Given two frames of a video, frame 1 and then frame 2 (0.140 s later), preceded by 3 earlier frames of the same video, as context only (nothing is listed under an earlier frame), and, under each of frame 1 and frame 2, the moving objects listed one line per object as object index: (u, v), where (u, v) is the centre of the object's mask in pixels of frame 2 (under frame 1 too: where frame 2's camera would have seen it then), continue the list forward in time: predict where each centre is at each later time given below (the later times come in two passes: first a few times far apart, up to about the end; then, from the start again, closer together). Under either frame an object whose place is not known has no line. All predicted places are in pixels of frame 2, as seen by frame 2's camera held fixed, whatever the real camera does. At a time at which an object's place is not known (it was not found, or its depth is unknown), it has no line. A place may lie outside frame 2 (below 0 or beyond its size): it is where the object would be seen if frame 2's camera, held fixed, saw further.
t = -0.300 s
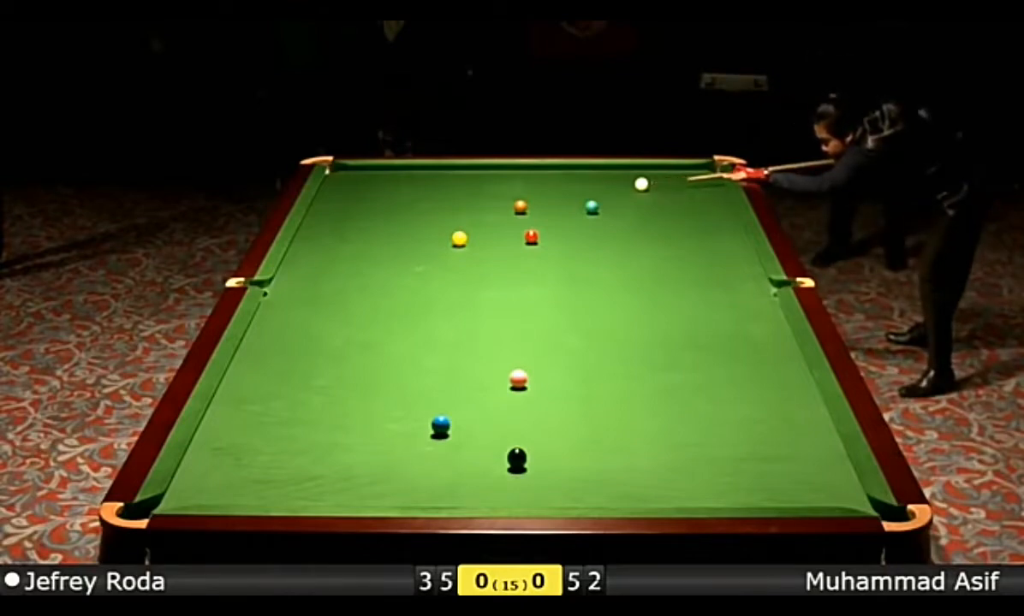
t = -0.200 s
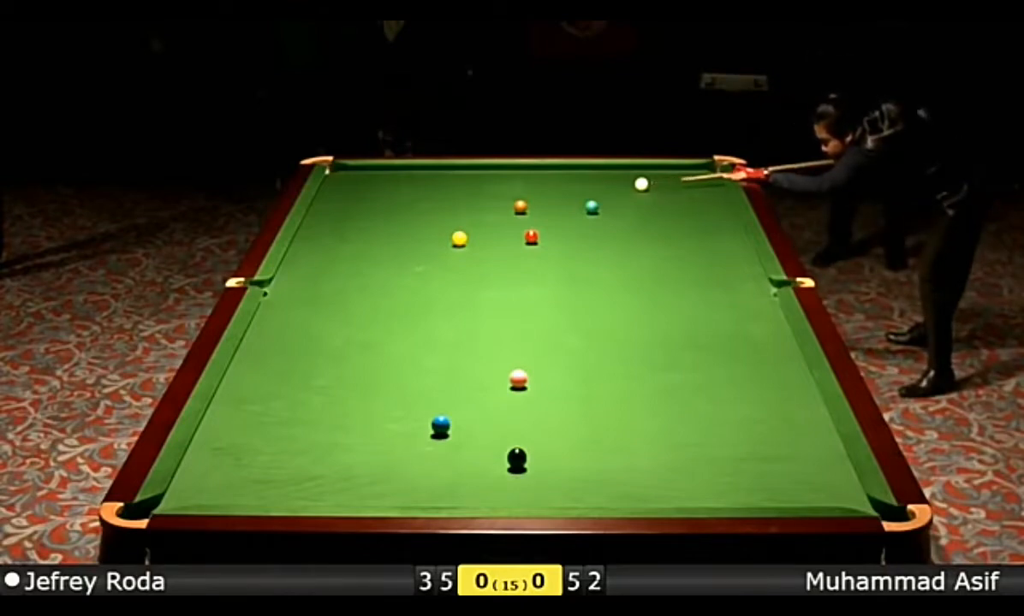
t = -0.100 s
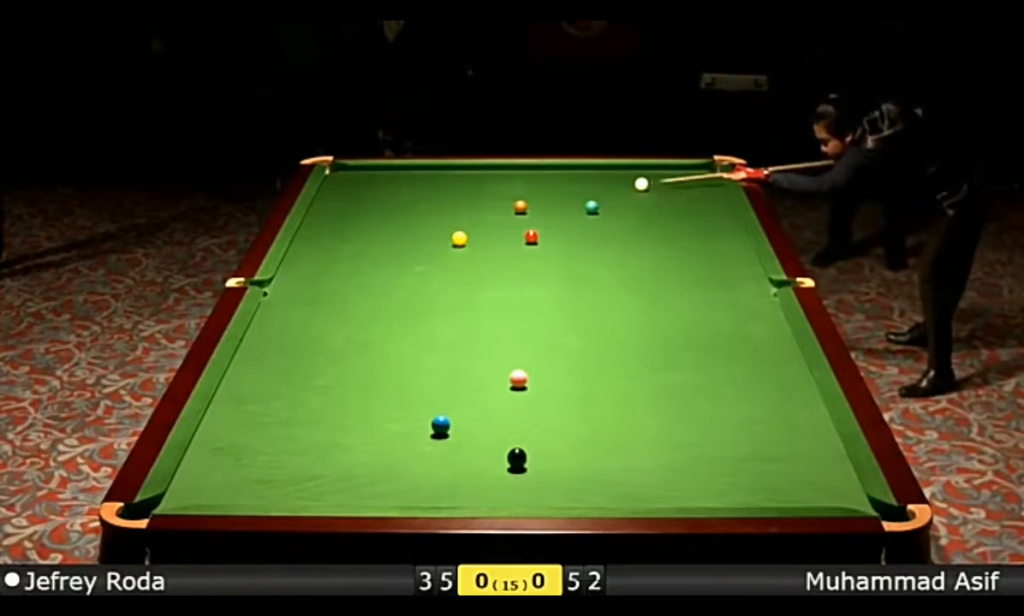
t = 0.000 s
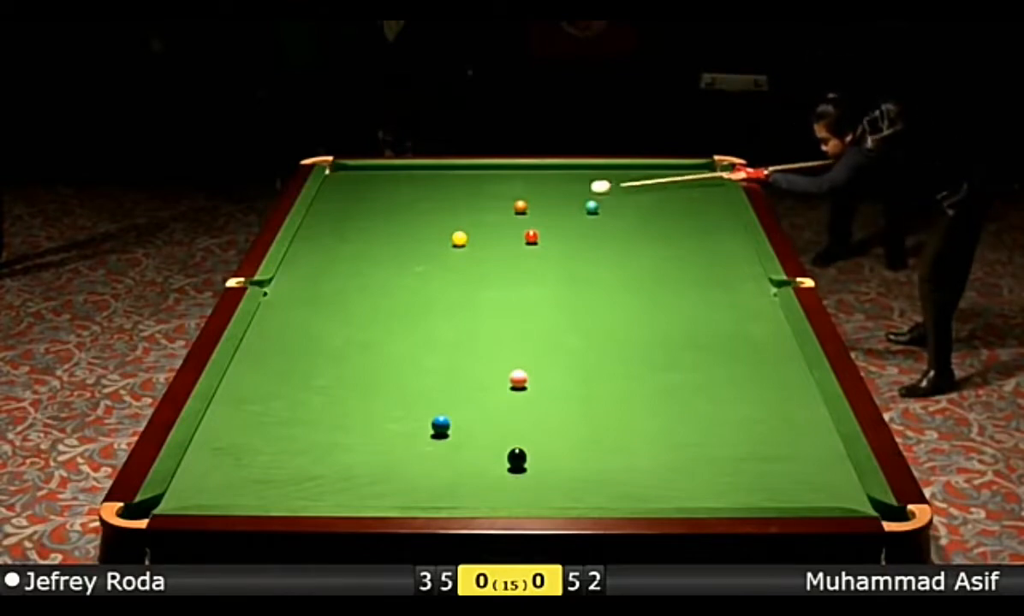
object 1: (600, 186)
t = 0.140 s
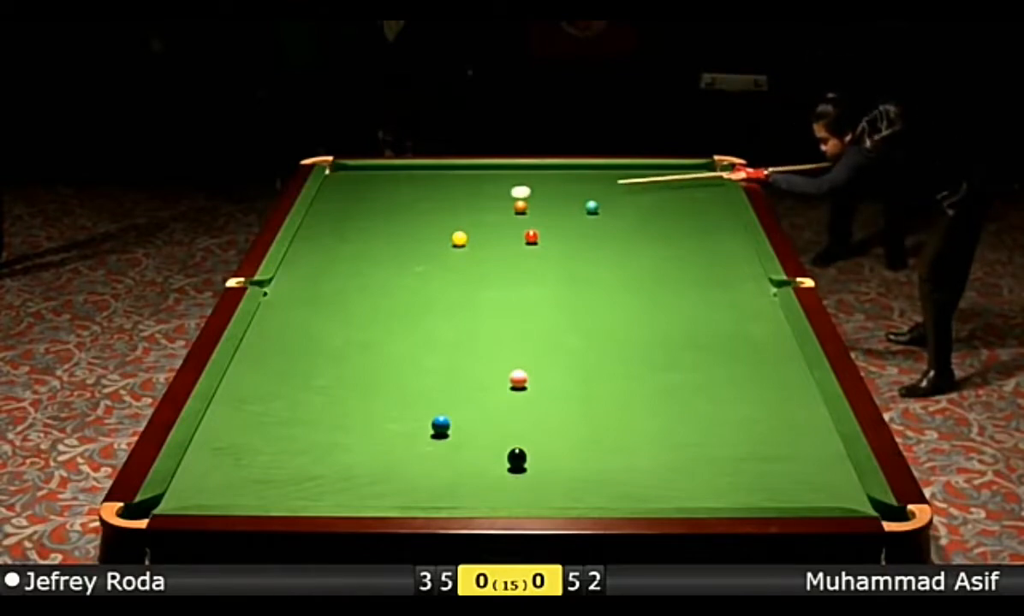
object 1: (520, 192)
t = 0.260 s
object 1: (451, 197)
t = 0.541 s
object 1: (334, 209)
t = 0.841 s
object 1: (458, 223)
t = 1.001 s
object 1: (517, 230)
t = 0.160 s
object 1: (509, 192)
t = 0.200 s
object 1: (486, 194)
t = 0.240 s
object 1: (463, 196)
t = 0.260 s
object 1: (451, 197)
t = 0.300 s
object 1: (428, 199)
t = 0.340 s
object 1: (404, 201)
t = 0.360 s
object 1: (392, 201)
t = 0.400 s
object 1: (369, 203)
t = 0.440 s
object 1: (345, 205)
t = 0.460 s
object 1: (333, 206)
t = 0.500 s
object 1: (316, 208)
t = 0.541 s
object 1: (334, 209)
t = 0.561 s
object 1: (344, 210)
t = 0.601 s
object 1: (362, 212)
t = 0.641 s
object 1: (379, 214)
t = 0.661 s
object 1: (388, 215)
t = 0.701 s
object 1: (405, 217)
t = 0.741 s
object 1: (420, 219)
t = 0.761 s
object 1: (428, 219)
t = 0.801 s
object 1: (443, 221)
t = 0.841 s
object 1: (458, 223)
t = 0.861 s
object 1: (465, 223)
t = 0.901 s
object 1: (481, 226)
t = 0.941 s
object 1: (495, 228)
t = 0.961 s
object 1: (503, 229)
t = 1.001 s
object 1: (517, 230)
